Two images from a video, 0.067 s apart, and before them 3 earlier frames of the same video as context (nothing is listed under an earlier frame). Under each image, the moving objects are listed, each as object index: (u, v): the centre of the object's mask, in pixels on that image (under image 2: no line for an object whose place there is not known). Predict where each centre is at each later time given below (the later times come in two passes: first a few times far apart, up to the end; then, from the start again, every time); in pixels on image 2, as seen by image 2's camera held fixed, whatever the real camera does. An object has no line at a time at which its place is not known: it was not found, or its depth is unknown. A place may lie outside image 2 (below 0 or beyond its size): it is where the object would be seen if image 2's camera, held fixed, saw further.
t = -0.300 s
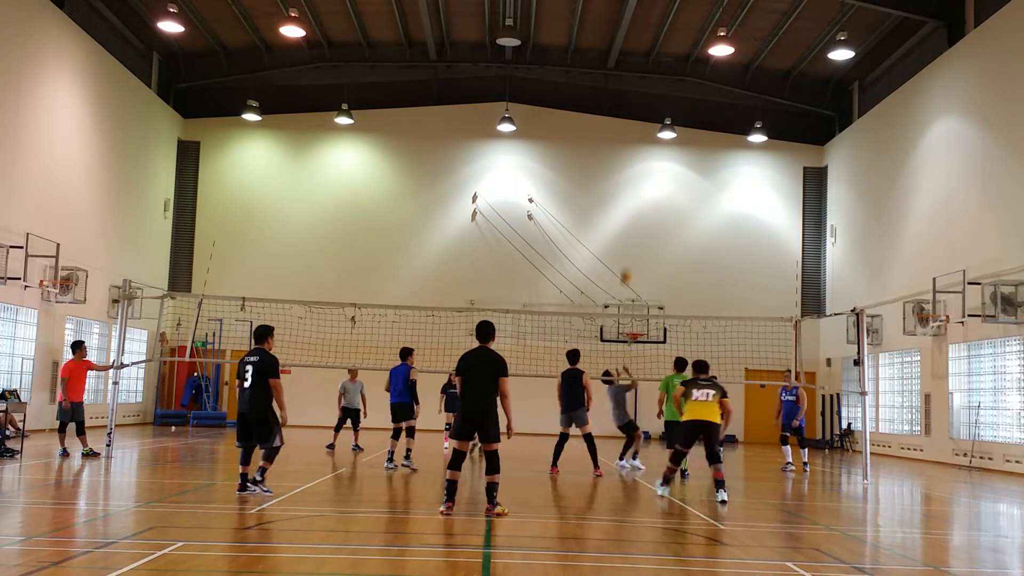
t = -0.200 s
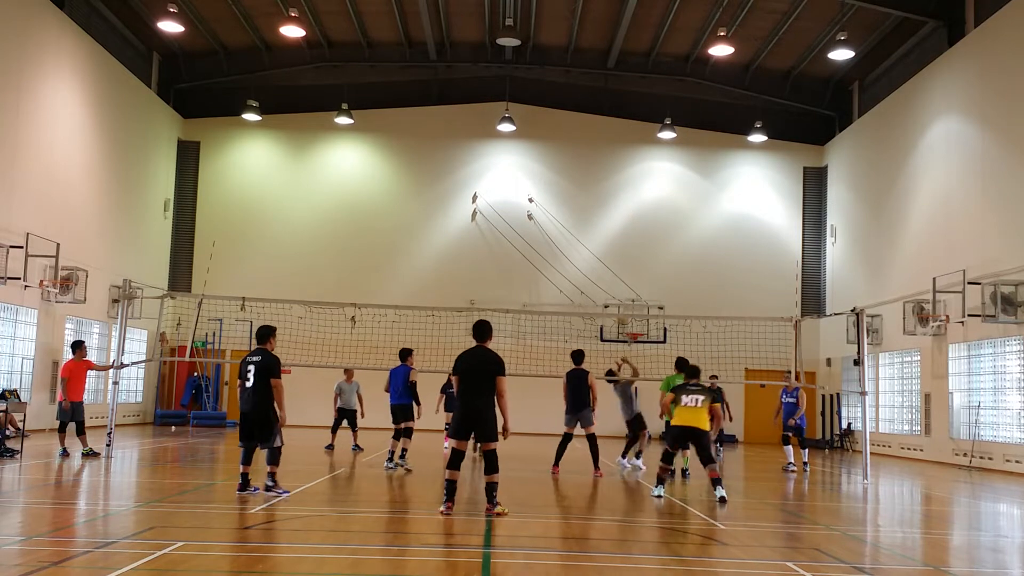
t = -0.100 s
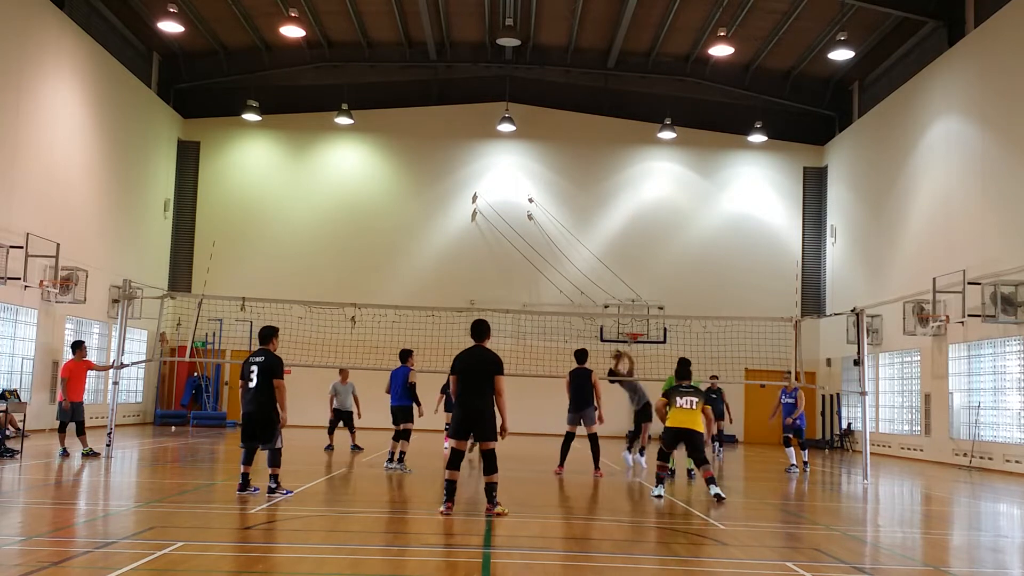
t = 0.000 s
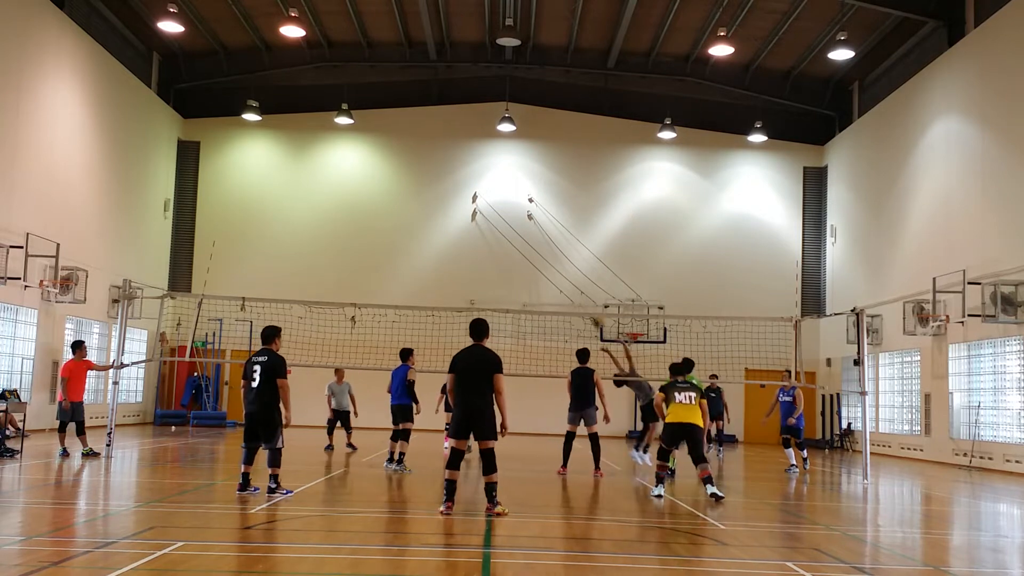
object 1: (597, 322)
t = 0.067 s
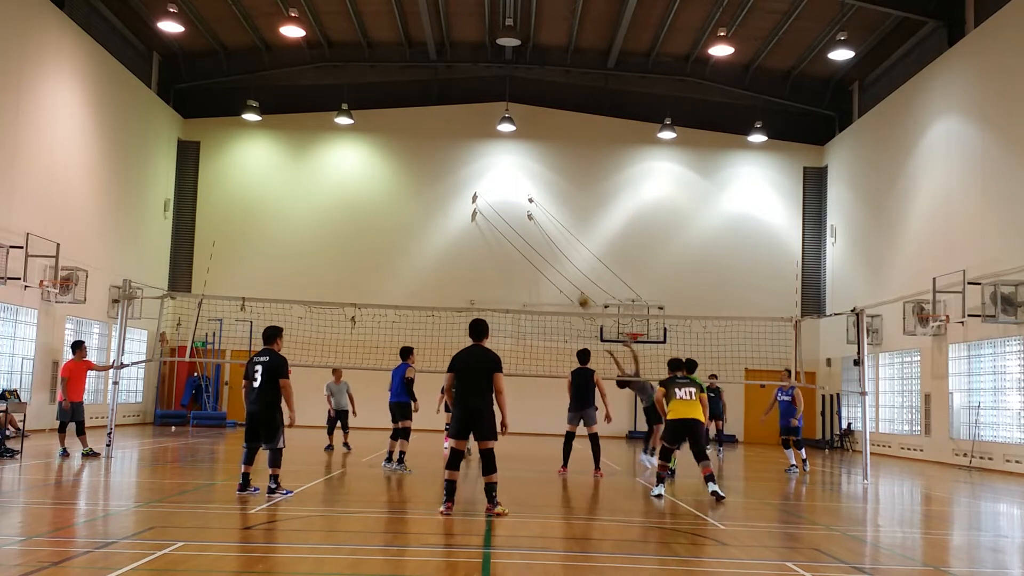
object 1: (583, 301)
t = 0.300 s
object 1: (537, 250)
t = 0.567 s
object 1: (483, 231)
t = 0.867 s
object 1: (420, 260)
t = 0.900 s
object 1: (412, 267)
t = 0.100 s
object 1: (578, 292)
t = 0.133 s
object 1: (571, 285)
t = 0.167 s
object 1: (565, 276)
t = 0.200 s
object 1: (557, 268)
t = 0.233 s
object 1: (551, 262)
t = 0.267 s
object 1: (544, 256)
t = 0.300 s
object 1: (537, 250)
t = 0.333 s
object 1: (531, 246)
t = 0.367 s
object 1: (524, 242)
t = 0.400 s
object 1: (517, 238)
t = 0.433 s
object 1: (510, 236)
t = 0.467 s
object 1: (503, 234)
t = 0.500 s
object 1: (497, 232)
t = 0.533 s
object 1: (490, 232)
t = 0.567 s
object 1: (483, 231)
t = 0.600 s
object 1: (476, 232)
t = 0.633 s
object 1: (469, 233)
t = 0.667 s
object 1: (462, 235)
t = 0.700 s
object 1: (455, 237)
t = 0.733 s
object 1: (448, 241)
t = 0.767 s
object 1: (441, 244)
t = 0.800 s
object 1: (434, 249)
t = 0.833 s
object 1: (427, 254)
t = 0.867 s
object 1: (420, 260)
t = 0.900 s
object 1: (412, 267)
